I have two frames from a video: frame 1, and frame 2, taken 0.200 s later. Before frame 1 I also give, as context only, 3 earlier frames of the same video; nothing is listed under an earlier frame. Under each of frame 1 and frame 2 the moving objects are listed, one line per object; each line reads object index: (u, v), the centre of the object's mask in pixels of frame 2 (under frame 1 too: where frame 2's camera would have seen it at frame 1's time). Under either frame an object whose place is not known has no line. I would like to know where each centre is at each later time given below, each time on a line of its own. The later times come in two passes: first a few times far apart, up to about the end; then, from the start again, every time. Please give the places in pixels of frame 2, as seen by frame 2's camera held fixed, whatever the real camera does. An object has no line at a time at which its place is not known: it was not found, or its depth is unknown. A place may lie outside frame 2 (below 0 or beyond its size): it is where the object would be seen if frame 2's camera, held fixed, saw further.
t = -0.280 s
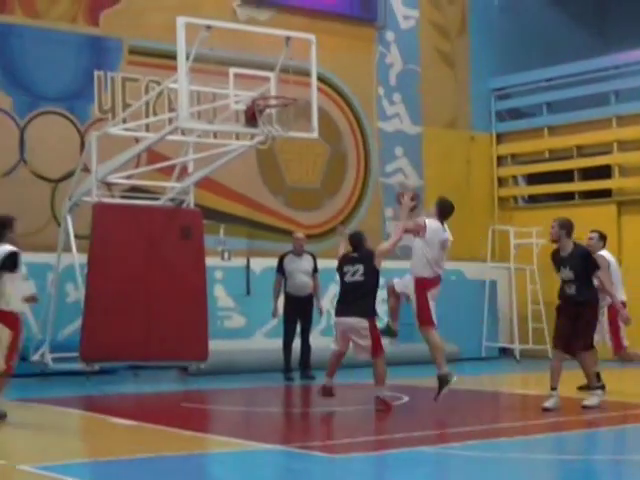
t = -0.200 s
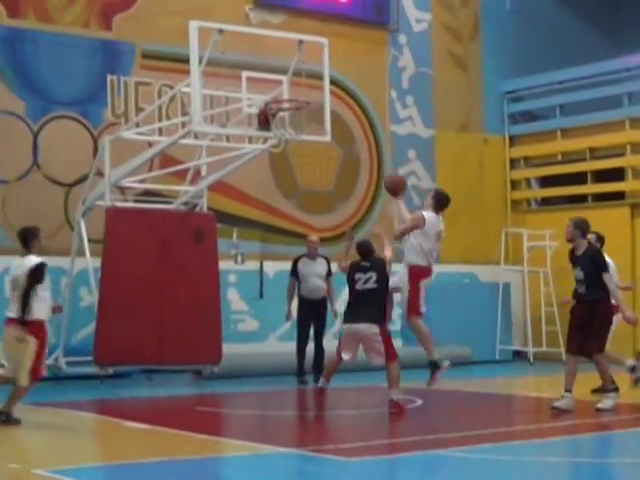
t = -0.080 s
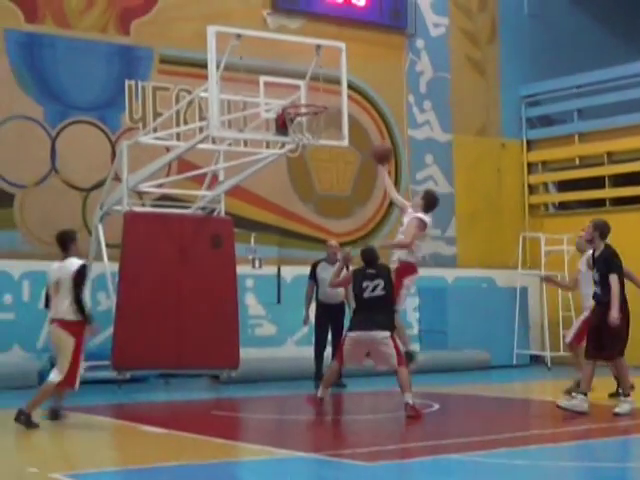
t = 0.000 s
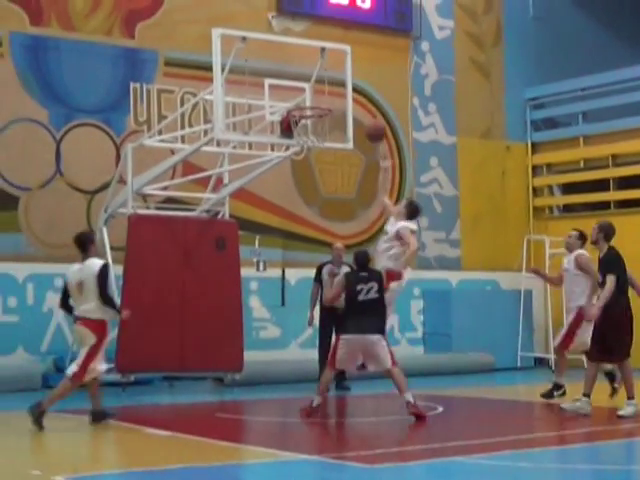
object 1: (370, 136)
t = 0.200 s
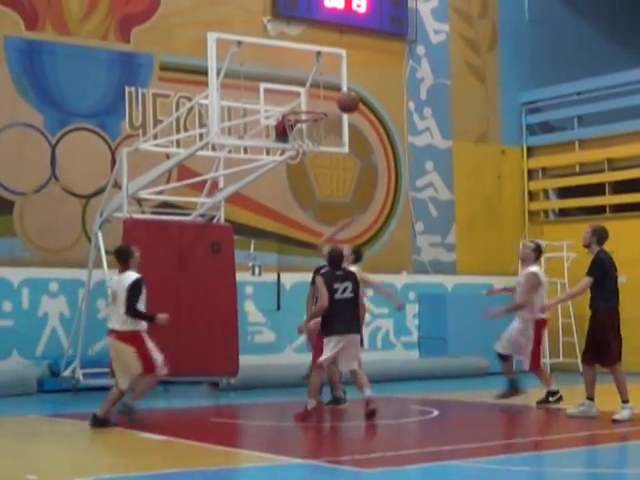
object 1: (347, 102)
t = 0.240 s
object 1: (343, 100)
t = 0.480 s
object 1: (319, 102)
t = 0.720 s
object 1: (298, 126)
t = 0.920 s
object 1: (293, 141)
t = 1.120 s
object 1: (300, 160)
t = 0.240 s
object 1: (343, 100)
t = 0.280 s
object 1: (339, 100)
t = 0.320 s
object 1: (334, 100)
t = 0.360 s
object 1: (329, 103)
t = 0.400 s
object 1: (326, 103)
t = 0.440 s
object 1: (323, 102)
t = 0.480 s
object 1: (319, 102)
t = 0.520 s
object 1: (317, 104)
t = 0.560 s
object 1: (313, 108)
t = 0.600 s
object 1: (310, 115)
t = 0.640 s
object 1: (309, 117)
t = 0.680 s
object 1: (301, 121)
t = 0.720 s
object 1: (298, 126)
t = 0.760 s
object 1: (296, 130)
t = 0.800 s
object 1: (294, 137)
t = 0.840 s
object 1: (293, 139)
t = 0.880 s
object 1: (293, 140)
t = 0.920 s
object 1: (293, 141)
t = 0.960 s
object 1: (294, 142)
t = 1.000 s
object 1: (295, 144)
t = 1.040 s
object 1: (296, 151)
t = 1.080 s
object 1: (298, 155)
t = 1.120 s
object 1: (300, 160)
